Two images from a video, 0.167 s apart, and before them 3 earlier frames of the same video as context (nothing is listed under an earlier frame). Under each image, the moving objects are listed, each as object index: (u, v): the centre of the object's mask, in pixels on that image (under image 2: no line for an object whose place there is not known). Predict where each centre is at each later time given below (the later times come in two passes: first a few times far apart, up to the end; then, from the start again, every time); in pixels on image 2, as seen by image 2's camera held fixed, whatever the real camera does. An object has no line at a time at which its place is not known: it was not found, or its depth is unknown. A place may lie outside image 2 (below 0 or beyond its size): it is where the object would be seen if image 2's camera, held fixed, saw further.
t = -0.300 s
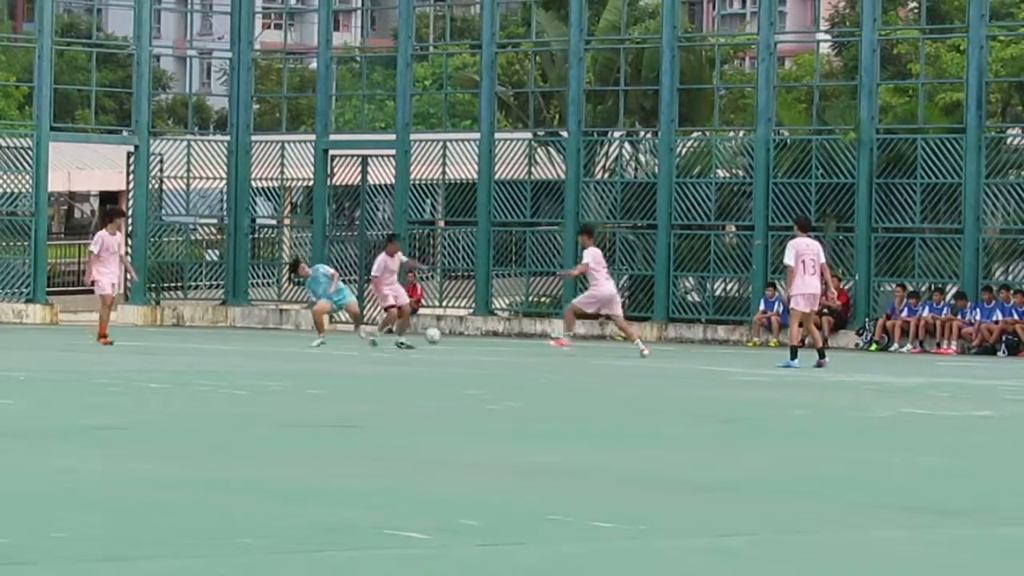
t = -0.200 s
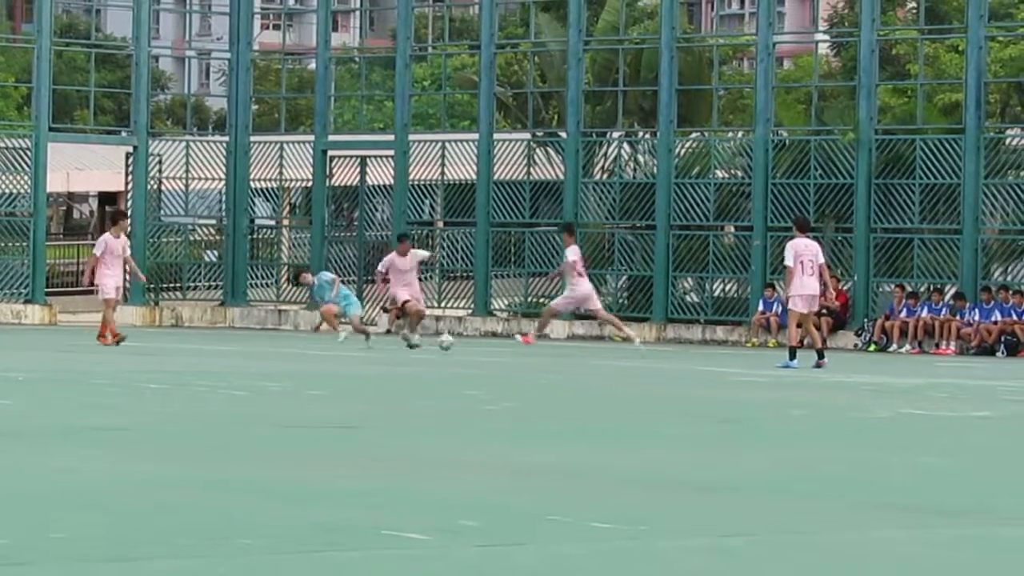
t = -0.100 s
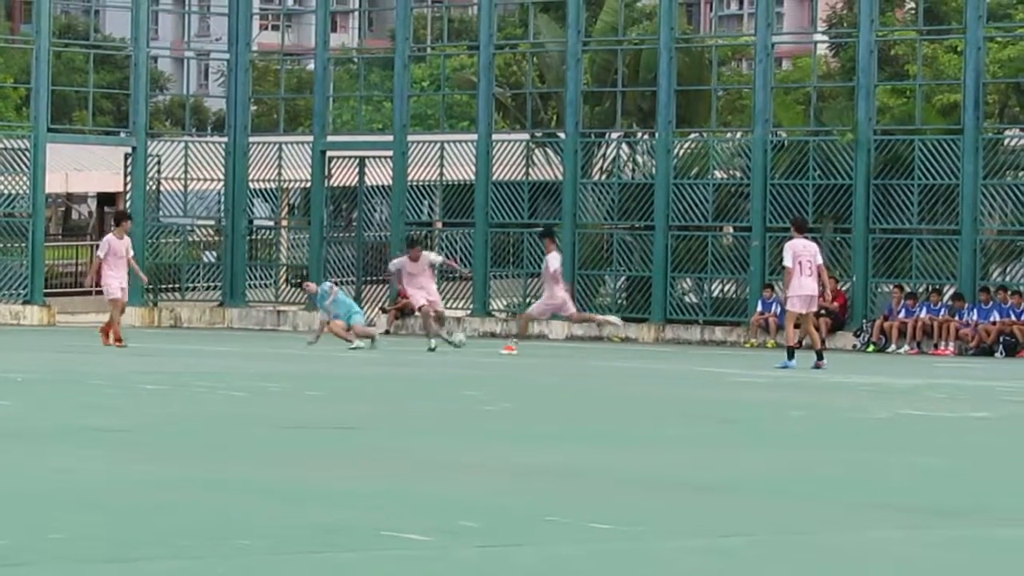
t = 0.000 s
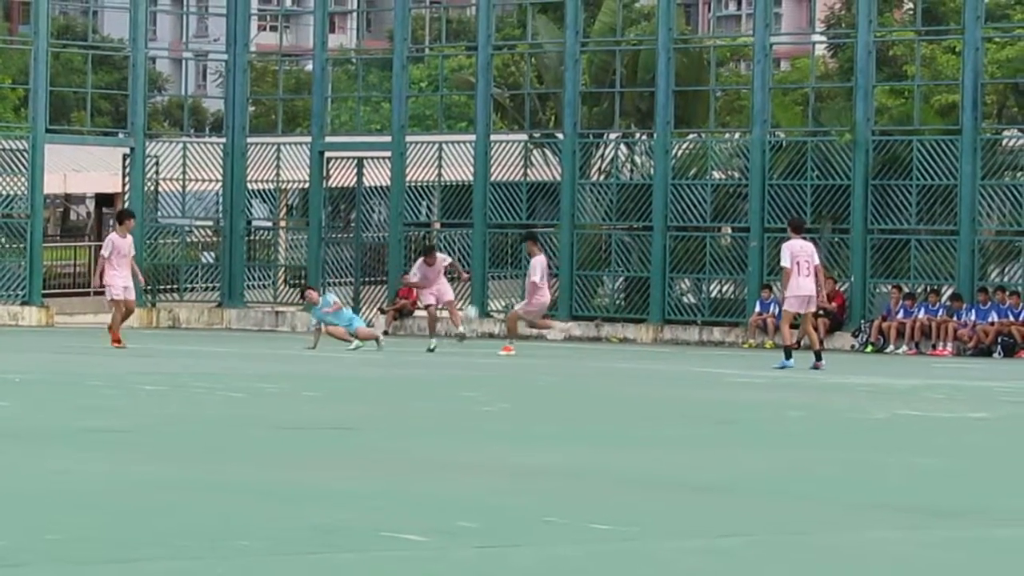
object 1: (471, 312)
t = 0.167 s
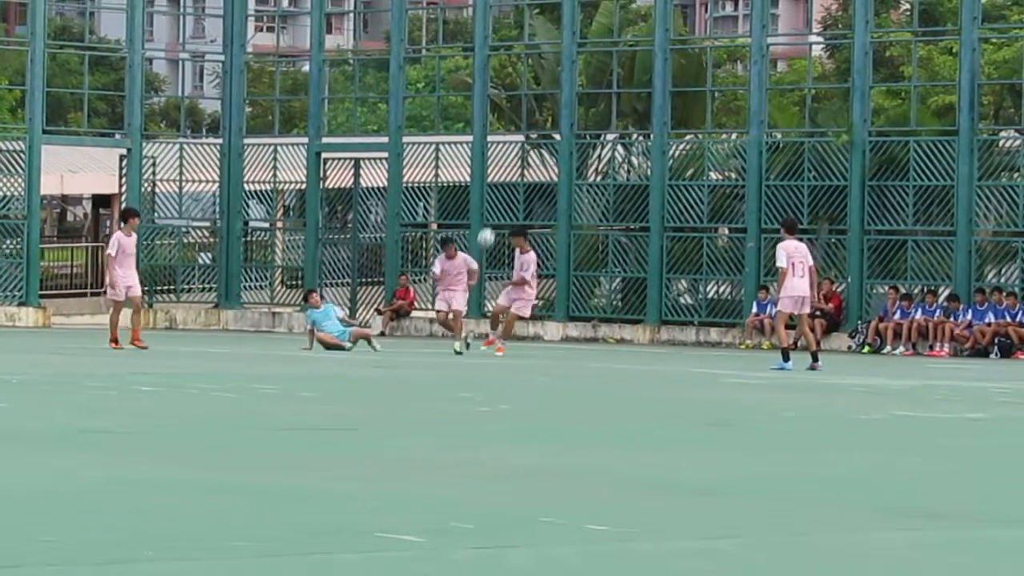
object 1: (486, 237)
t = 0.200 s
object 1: (490, 224)
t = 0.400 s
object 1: (511, 146)
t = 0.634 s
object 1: (535, 79)
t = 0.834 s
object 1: (557, 48)
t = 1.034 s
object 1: (572, 42)
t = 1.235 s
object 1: (585, 69)
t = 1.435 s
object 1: (593, 134)
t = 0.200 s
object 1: (490, 224)
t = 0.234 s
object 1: (493, 209)
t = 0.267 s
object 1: (497, 195)
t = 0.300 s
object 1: (500, 184)
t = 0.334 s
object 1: (505, 170)
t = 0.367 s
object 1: (507, 157)
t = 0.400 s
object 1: (511, 146)
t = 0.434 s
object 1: (515, 133)
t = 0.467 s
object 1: (519, 124)
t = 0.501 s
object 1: (522, 114)
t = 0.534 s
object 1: (525, 105)
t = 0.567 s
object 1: (529, 95)
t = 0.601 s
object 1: (532, 87)
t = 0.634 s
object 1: (535, 79)
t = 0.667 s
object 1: (542, 73)
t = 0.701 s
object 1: (545, 66)
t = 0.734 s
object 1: (548, 60)
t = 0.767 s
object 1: (551, 55)
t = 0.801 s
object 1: (554, 51)
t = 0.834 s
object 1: (557, 48)
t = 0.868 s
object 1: (559, 45)
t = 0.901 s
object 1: (561, 43)
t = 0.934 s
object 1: (565, 41)
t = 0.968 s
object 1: (567, 40)
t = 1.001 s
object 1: (570, 41)
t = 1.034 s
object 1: (572, 42)
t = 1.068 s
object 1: (575, 43)
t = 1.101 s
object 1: (577, 46)
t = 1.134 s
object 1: (579, 50)
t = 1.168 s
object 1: (582, 55)
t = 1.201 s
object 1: (583, 62)
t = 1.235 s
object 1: (585, 69)
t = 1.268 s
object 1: (587, 77)
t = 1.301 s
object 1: (589, 87)
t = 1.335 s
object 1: (590, 98)
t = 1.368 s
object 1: (591, 108)
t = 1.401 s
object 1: (592, 120)
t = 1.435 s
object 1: (593, 134)
